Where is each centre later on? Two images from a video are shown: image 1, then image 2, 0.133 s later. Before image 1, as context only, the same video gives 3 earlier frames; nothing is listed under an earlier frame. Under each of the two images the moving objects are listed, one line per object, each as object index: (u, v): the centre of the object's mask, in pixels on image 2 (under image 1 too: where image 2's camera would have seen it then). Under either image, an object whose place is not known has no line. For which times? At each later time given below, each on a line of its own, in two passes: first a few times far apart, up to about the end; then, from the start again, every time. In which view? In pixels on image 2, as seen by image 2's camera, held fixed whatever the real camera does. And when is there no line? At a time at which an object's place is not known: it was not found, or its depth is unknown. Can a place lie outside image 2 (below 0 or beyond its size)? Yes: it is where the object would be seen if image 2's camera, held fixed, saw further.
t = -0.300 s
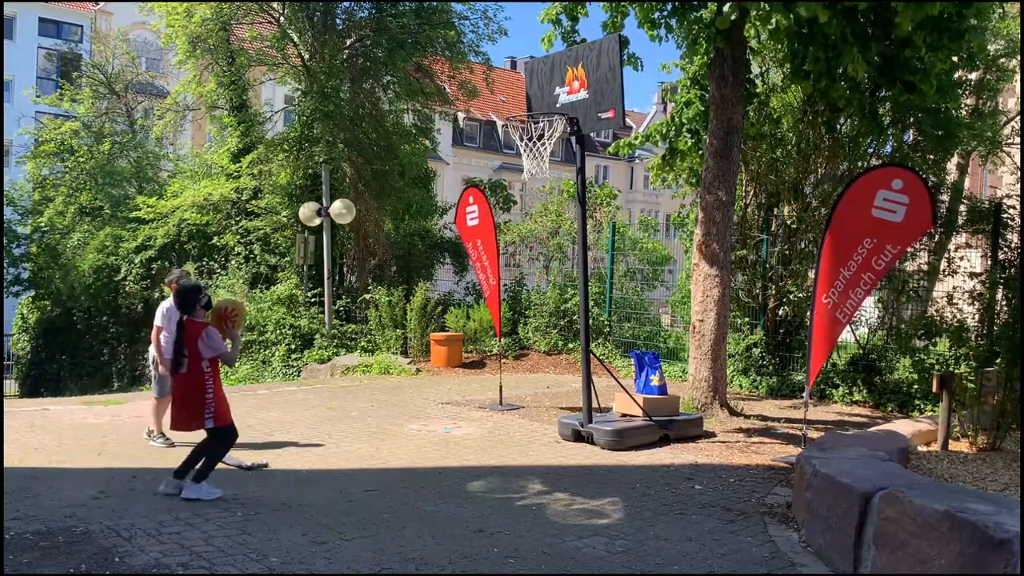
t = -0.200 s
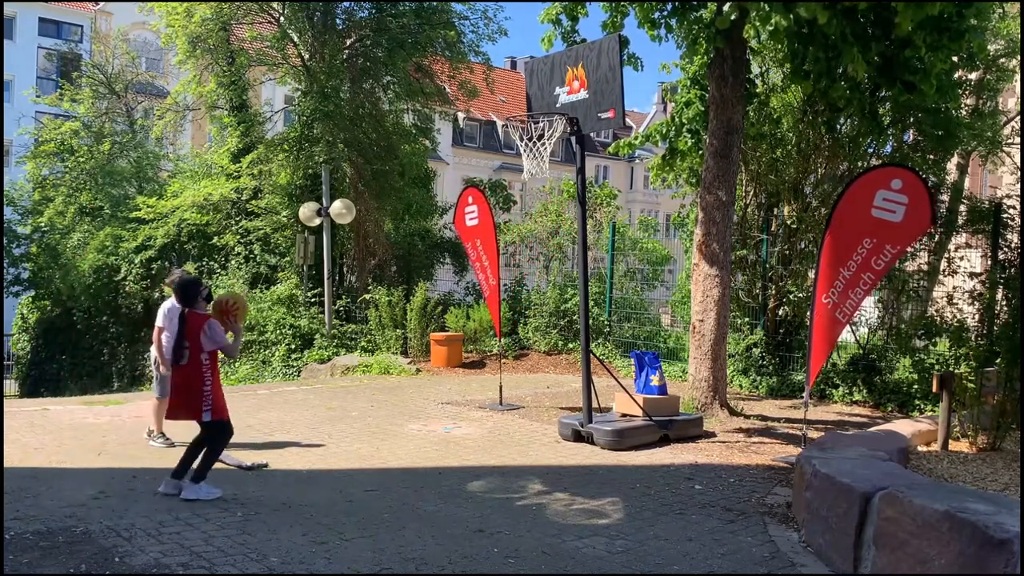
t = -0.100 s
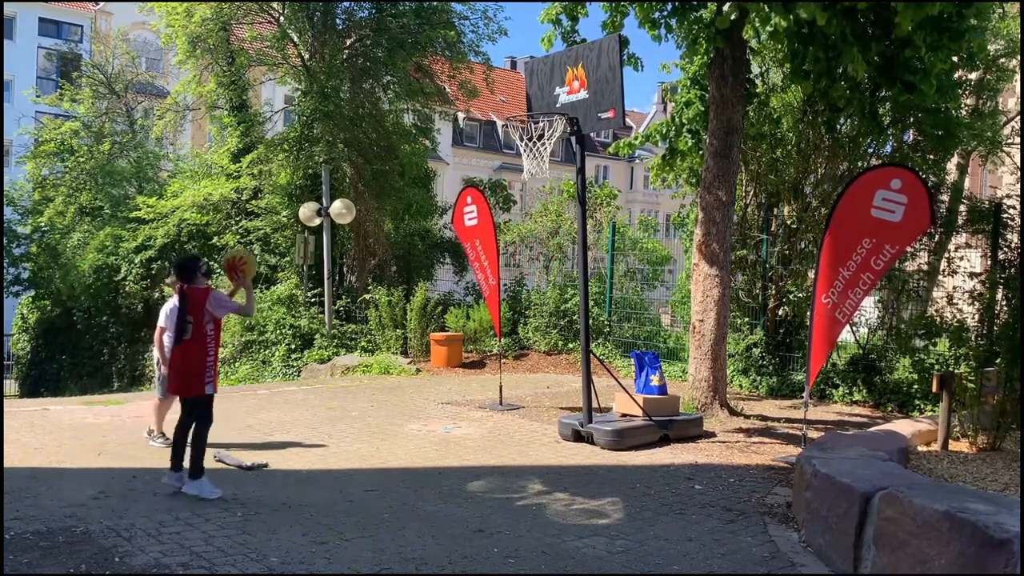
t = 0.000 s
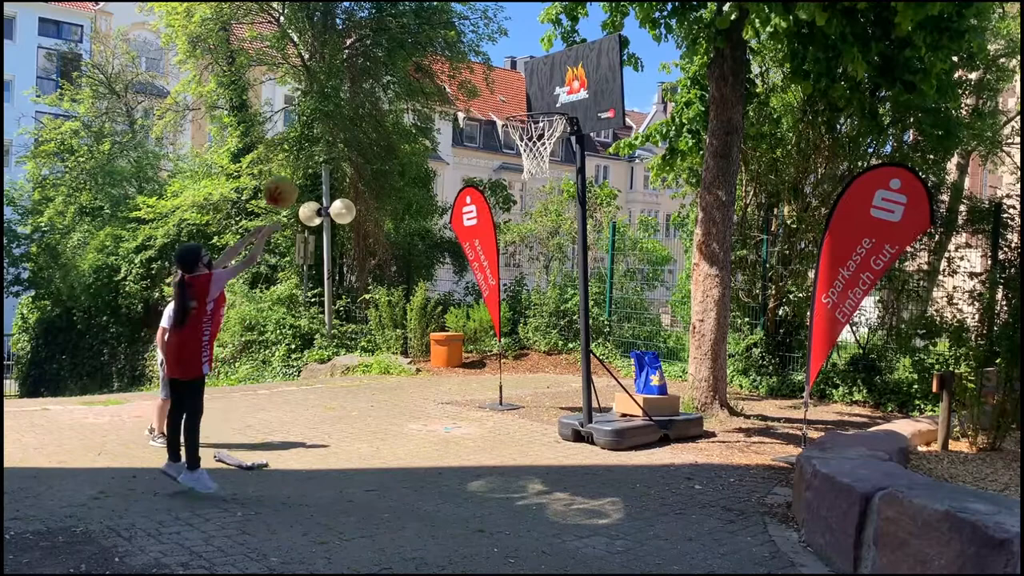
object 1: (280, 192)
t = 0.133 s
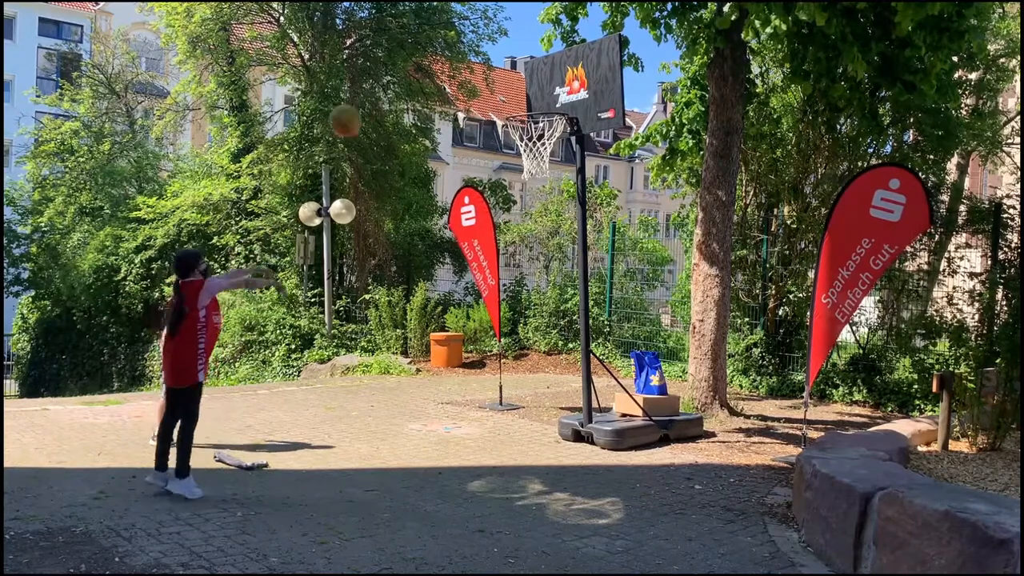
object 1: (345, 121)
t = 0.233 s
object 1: (389, 89)
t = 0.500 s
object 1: (490, 83)
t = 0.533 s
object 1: (501, 89)
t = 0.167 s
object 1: (360, 109)
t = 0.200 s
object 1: (374, 100)
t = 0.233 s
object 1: (389, 89)
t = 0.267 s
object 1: (403, 83)
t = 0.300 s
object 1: (416, 78)
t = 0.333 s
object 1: (429, 76)
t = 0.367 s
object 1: (441, 75)
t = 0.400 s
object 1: (455, 74)
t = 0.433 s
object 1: (466, 75)
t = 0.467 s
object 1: (478, 78)
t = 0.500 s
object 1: (490, 83)
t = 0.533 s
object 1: (501, 89)
